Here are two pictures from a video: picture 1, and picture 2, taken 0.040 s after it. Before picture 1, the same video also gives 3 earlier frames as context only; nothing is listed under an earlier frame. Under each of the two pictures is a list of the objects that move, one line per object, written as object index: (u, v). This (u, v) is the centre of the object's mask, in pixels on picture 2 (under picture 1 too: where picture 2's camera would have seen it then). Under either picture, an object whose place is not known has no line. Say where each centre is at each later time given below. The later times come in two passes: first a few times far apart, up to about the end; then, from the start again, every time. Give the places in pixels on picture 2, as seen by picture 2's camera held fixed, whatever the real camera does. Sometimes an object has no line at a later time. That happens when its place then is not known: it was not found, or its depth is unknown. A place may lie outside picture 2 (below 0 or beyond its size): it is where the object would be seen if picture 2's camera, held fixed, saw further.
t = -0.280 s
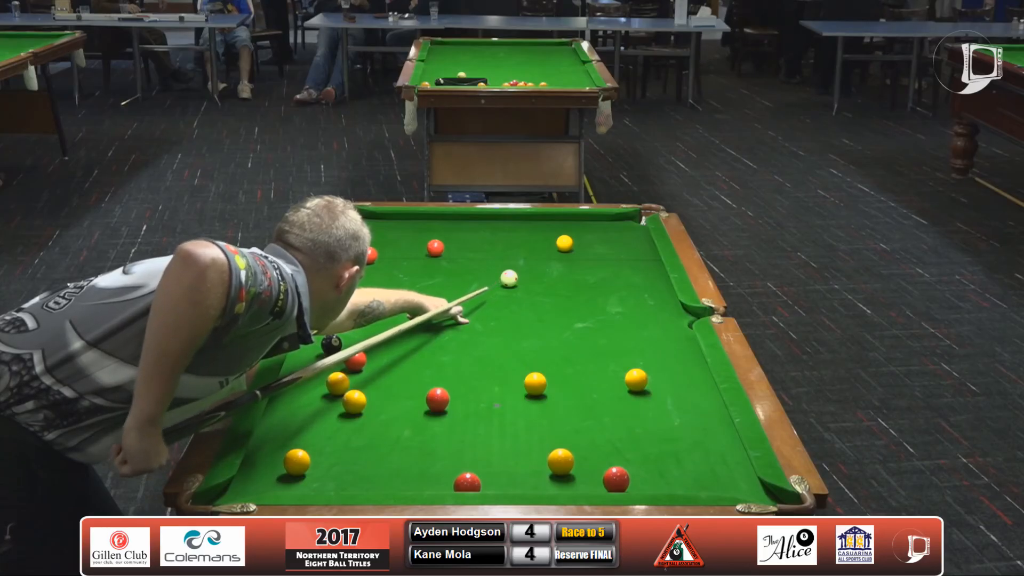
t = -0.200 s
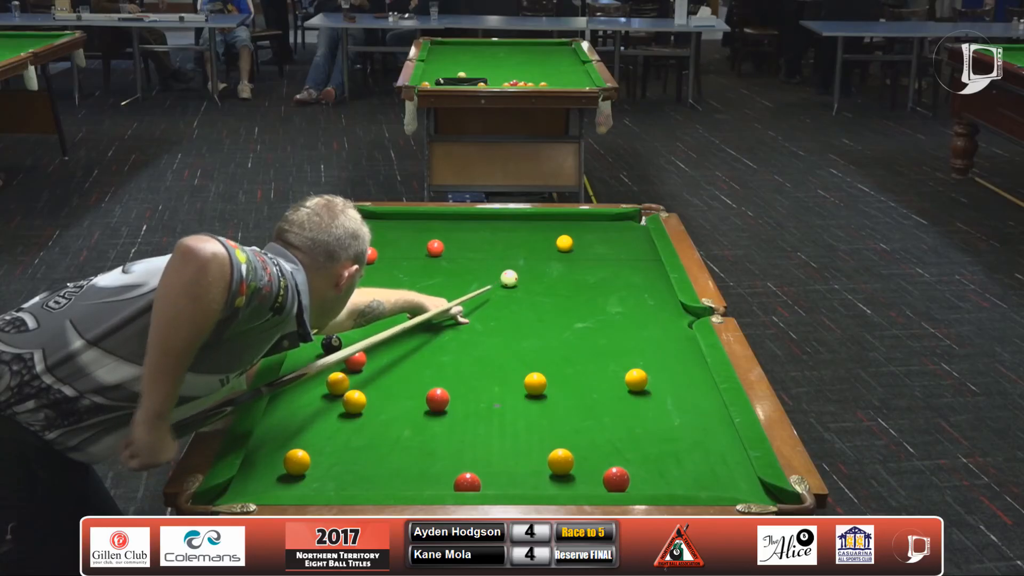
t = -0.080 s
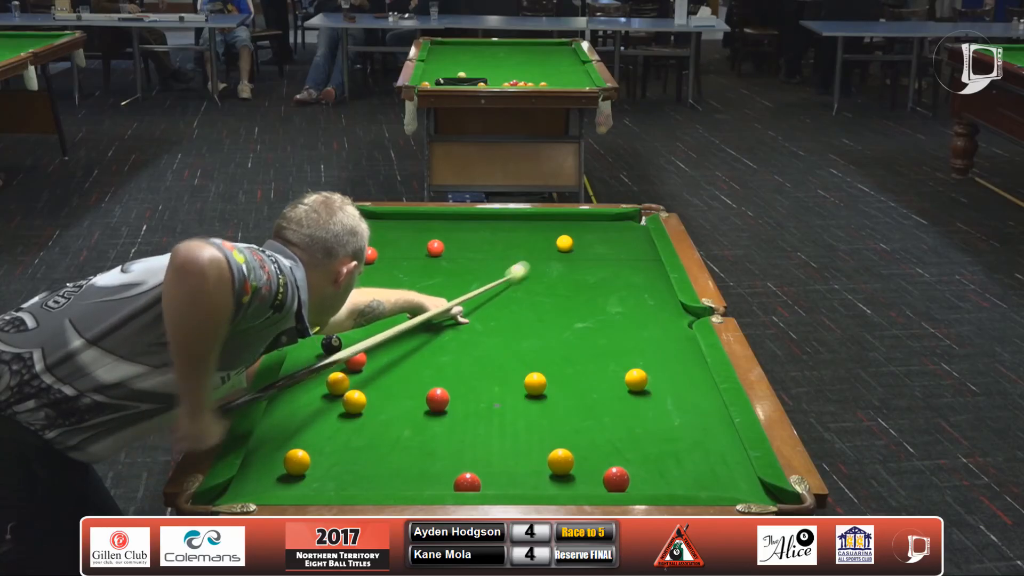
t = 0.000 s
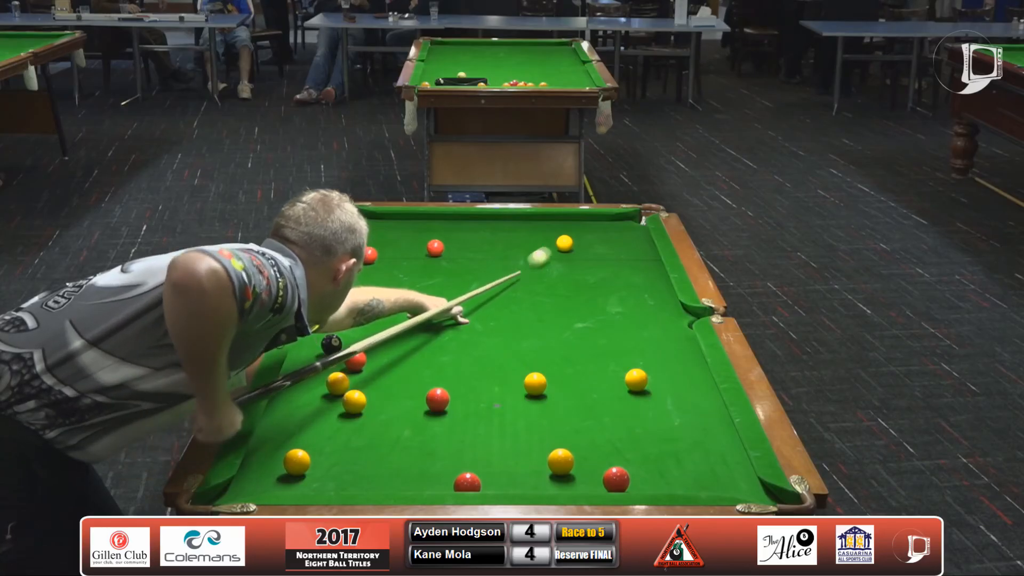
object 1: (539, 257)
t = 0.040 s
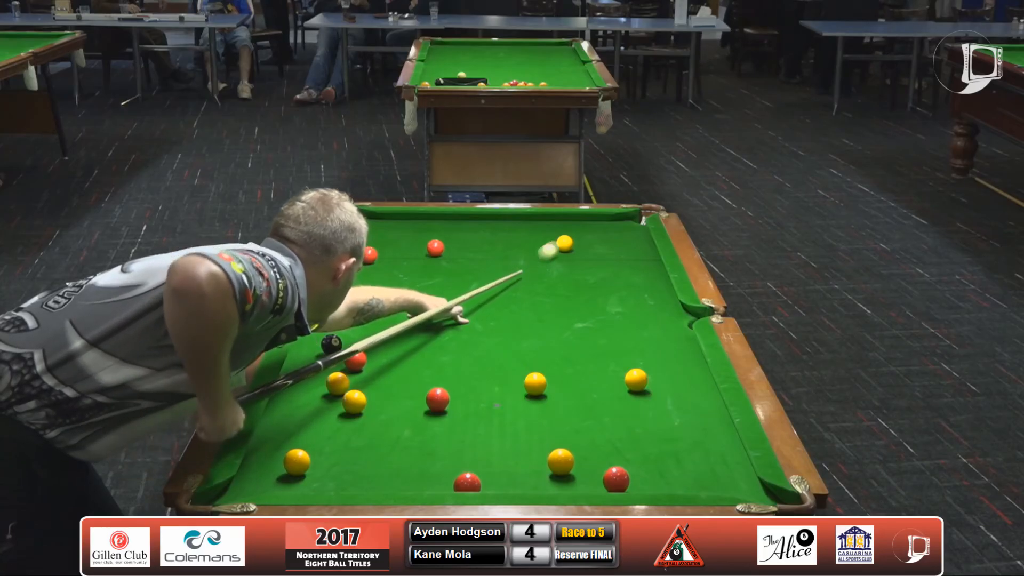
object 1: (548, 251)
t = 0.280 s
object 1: (536, 241)
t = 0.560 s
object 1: (520, 232)
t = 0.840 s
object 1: (508, 224)
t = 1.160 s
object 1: (495, 217)
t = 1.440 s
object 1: (489, 220)
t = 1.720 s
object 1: (485, 222)
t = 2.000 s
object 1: (481, 225)
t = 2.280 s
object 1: (479, 226)
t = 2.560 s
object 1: (477, 227)
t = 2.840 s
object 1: (476, 227)
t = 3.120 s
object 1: (477, 227)
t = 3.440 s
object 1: (477, 227)
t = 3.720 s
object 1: (476, 227)
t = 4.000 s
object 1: (477, 227)
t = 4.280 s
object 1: (477, 227)
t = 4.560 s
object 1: (477, 227)
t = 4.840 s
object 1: (477, 227)
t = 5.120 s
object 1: (477, 227)
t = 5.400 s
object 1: (477, 227)
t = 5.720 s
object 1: (477, 227)
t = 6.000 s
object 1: (477, 227)
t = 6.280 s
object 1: (477, 227)
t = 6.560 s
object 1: (477, 227)
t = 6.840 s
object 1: (477, 227)
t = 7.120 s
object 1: (477, 227)
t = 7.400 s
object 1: (477, 227)
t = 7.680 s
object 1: (477, 227)
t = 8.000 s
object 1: (477, 227)
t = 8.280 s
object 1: (477, 227)
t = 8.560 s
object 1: (477, 227)
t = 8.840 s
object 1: (477, 227)
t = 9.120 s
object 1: (477, 227)
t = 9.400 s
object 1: (477, 227)
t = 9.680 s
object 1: (477, 227)
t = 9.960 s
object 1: (477, 227)
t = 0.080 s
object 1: (552, 246)
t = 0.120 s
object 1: (548, 246)
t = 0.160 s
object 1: (544, 245)
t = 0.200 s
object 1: (541, 244)
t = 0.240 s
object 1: (538, 242)
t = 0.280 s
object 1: (536, 241)
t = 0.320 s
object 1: (533, 240)
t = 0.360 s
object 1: (531, 238)
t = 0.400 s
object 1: (529, 237)
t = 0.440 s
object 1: (527, 236)
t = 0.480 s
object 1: (525, 234)
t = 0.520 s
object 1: (522, 233)
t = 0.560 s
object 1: (520, 232)
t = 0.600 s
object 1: (518, 231)
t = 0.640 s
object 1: (517, 230)
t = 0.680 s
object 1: (515, 229)
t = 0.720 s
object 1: (513, 227)
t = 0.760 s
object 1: (511, 226)
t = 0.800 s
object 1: (509, 225)
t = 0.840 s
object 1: (508, 224)
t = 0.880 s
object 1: (506, 223)
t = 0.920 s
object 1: (504, 222)
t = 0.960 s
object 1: (503, 221)
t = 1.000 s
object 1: (501, 220)
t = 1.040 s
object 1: (499, 219)
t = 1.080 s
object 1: (498, 218)
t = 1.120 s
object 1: (497, 217)
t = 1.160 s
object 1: (495, 217)
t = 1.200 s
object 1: (494, 217)
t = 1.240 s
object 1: (493, 217)
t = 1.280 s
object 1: (492, 218)
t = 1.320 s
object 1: (491, 218)
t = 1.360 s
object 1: (491, 218)
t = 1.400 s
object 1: (490, 219)
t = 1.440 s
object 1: (489, 220)
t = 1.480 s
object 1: (489, 220)
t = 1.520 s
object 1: (488, 220)
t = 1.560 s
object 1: (487, 221)
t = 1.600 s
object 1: (486, 221)
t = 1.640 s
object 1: (486, 222)
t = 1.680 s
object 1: (485, 222)
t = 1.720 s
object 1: (485, 222)
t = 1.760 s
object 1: (484, 223)
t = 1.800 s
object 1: (484, 223)
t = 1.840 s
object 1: (483, 223)
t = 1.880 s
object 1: (483, 224)
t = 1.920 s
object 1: (482, 224)
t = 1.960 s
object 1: (482, 224)
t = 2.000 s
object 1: (481, 225)
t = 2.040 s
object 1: (481, 225)
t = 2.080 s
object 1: (481, 225)
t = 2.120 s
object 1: (480, 225)
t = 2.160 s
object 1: (480, 226)
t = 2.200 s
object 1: (480, 226)
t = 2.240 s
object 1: (479, 226)
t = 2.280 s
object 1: (479, 226)
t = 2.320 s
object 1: (479, 226)
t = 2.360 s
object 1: (478, 227)
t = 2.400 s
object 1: (478, 227)
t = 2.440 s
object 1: (478, 227)
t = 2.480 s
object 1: (478, 227)
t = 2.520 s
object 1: (477, 227)
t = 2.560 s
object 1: (477, 227)
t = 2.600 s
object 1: (477, 227)
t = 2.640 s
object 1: (477, 227)
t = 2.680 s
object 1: (477, 227)
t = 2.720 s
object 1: (477, 227)
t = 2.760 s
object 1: (477, 227)
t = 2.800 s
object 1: (476, 227)
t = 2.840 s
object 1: (476, 227)
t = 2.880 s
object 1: (476, 227)
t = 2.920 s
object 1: (476, 227)
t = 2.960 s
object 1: (477, 227)
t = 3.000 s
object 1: (476, 227)
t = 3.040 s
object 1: (477, 227)
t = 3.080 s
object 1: (476, 227)
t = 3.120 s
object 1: (477, 227)
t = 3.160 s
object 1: (477, 227)
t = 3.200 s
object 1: (477, 227)
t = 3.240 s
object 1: (477, 227)
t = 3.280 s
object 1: (477, 227)
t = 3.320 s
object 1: (477, 227)
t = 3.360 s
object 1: (477, 227)
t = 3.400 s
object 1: (477, 227)
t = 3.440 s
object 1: (477, 227)
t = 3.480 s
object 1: (477, 227)
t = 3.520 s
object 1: (477, 227)
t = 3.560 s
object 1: (477, 227)
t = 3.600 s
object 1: (476, 227)
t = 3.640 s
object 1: (476, 227)
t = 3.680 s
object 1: (477, 227)
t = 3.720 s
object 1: (476, 227)
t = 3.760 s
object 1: (477, 227)
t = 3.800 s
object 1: (477, 227)
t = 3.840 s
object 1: (477, 227)
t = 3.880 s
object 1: (477, 227)
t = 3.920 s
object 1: (477, 227)
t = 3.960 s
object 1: (477, 227)
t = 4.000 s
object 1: (477, 227)
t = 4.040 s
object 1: (477, 227)
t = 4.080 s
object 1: (477, 227)
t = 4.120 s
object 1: (477, 227)
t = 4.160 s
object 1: (477, 227)
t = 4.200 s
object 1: (477, 227)
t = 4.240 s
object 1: (477, 227)
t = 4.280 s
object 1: (477, 227)
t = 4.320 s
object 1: (477, 227)
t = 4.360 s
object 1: (476, 227)
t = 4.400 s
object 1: (476, 227)
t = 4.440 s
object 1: (477, 227)
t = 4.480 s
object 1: (477, 227)
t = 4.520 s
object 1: (477, 227)
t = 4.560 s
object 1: (477, 227)
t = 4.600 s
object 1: (477, 227)
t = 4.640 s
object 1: (477, 227)
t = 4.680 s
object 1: (477, 227)
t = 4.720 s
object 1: (476, 227)
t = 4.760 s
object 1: (477, 227)
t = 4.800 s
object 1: (477, 227)
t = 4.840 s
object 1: (477, 227)
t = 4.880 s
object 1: (477, 227)
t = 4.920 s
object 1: (477, 227)
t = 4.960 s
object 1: (477, 227)
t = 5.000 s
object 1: (477, 227)
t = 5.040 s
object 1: (477, 227)
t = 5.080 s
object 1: (477, 227)
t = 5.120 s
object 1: (477, 227)
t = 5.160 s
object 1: (477, 227)
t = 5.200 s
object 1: (477, 227)
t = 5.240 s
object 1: (477, 227)
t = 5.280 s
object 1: (477, 227)
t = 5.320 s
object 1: (476, 227)
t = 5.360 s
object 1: (477, 227)
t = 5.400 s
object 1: (477, 227)
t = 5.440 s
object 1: (477, 227)
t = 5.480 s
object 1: (477, 227)
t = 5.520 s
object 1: (477, 227)
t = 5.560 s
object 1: (477, 227)
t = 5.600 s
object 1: (477, 227)
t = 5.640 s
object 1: (477, 227)
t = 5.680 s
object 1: (477, 227)
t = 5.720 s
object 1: (477, 227)
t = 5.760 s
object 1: (477, 227)
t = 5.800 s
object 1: (477, 227)
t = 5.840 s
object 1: (477, 227)
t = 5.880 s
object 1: (477, 227)
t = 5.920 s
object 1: (477, 227)
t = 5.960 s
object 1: (477, 227)
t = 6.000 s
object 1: (477, 227)
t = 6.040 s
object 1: (477, 227)
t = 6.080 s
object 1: (477, 227)
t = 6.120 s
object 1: (477, 227)
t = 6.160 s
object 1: (477, 227)
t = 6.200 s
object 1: (477, 227)
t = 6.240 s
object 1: (477, 227)
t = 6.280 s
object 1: (477, 227)
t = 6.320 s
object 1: (477, 227)
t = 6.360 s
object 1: (477, 227)
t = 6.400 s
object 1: (477, 227)
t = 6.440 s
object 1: (477, 227)
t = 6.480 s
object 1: (477, 227)
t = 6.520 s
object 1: (477, 227)
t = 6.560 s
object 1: (477, 227)
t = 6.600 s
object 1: (477, 227)
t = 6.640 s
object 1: (477, 227)
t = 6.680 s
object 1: (476, 227)
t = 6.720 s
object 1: (477, 227)
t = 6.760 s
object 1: (477, 227)
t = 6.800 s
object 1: (477, 227)
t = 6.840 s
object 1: (477, 227)
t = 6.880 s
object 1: (477, 227)
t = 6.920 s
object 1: (477, 227)
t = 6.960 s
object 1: (477, 227)
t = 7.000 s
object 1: (477, 227)
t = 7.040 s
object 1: (477, 227)
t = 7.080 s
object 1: (477, 227)
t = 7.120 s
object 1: (477, 227)
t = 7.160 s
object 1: (477, 227)
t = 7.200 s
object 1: (477, 227)
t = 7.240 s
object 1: (477, 227)
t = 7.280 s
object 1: (477, 227)
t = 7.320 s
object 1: (477, 227)
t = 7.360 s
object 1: (477, 227)
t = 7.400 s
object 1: (477, 227)
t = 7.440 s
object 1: (477, 227)
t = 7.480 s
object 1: (477, 227)
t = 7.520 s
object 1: (477, 227)
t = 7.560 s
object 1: (477, 227)
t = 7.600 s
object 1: (477, 227)
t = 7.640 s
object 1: (477, 227)
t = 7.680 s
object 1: (477, 227)
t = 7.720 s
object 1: (477, 227)
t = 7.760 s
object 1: (477, 227)
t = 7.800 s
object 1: (477, 227)
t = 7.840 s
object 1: (477, 227)
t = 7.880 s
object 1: (477, 227)
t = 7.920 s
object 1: (477, 227)
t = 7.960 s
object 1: (477, 227)
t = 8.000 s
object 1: (477, 227)
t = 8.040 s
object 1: (477, 227)
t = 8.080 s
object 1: (477, 227)
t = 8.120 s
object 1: (477, 227)
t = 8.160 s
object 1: (477, 227)
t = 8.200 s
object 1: (477, 227)
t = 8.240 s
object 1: (477, 227)
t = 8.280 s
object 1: (477, 227)
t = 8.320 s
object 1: (477, 227)
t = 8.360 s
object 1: (477, 227)
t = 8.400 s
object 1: (477, 227)
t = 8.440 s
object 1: (477, 227)
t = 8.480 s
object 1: (477, 227)
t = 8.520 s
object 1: (477, 227)
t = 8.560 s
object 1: (477, 227)
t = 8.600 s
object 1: (477, 227)
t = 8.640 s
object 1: (477, 227)
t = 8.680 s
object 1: (477, 227)
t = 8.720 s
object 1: (477, 227)
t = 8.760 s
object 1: (477, 227)
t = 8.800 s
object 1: (477, 227)
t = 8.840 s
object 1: (477, 227)
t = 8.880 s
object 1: (477, 227)
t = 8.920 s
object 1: (477, 227)
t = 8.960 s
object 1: (477, 227)
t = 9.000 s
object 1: (477, 227)
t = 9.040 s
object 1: (477, 227)
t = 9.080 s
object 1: (477, 227)
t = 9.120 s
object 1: (477, 227)
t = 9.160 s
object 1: (477, 227)
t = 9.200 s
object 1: (477, 227)
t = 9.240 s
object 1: (477, 227)
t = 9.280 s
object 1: (477, 227)
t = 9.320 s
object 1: (477, 227)
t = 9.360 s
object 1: (477, 227)
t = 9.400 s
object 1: (477, 227)
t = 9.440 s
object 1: (477, 227)
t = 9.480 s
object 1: (477, 227)
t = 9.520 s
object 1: (477, 227)
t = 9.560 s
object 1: (477, 227)
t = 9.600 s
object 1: (477, 227)
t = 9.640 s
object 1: (477, 227)
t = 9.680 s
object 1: (477, 227)
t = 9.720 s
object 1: (477, 227)
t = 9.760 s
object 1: (477, 227)
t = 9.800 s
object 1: (477, 227)
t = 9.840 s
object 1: (477, 227)
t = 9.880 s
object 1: (477, 227)
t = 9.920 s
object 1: (477, 227)
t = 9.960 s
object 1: (477, 227)
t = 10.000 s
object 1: (477, 227)
